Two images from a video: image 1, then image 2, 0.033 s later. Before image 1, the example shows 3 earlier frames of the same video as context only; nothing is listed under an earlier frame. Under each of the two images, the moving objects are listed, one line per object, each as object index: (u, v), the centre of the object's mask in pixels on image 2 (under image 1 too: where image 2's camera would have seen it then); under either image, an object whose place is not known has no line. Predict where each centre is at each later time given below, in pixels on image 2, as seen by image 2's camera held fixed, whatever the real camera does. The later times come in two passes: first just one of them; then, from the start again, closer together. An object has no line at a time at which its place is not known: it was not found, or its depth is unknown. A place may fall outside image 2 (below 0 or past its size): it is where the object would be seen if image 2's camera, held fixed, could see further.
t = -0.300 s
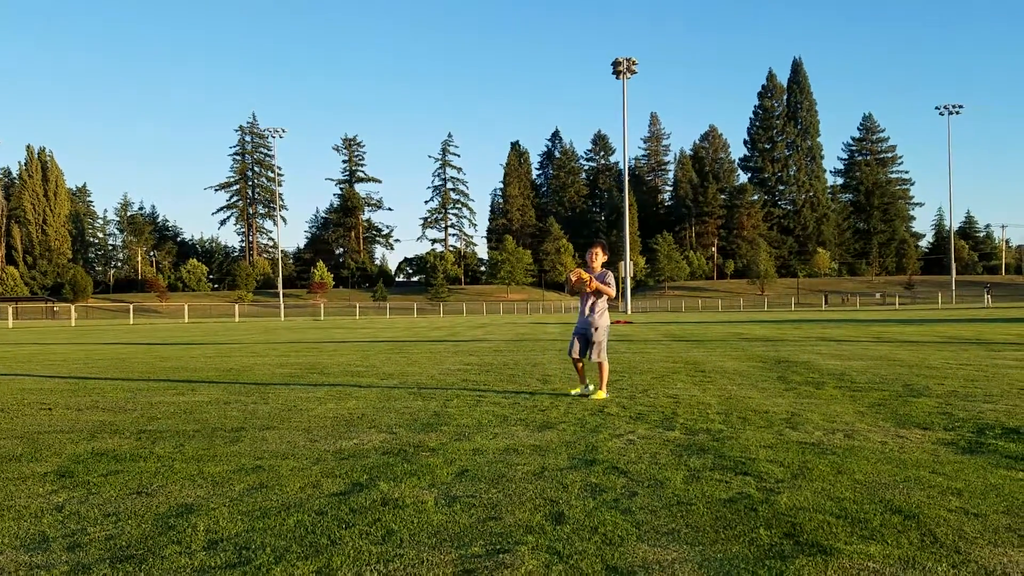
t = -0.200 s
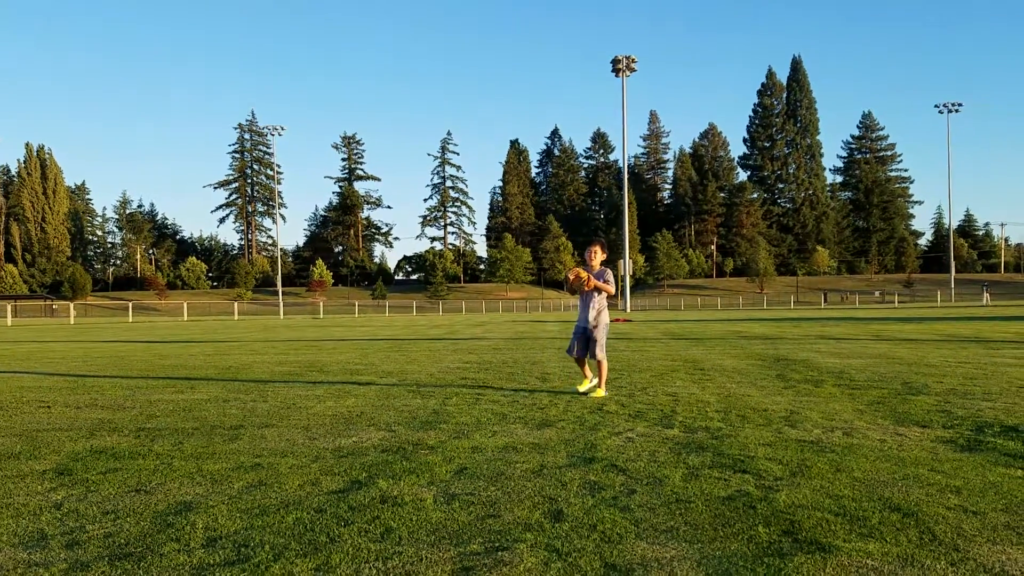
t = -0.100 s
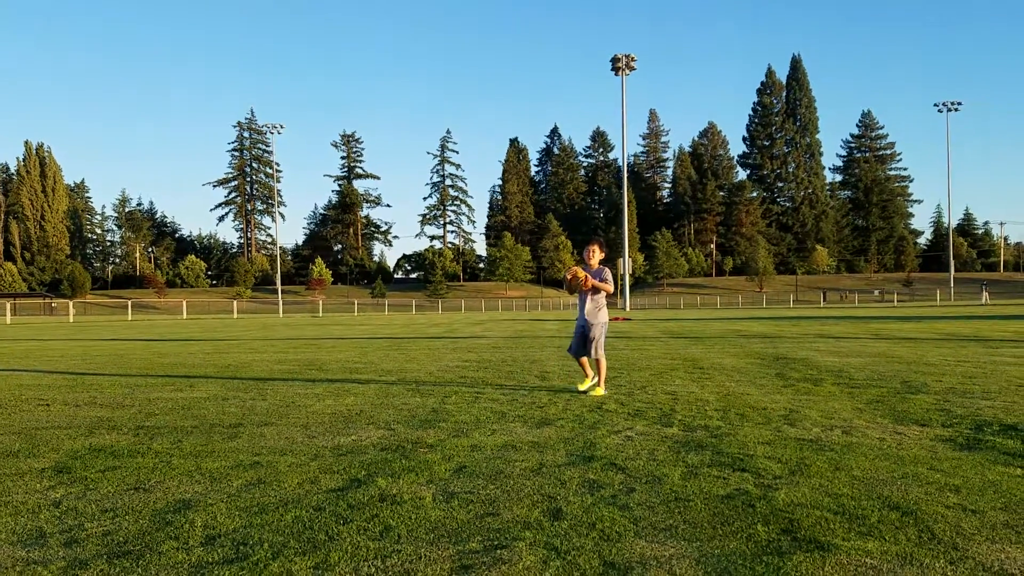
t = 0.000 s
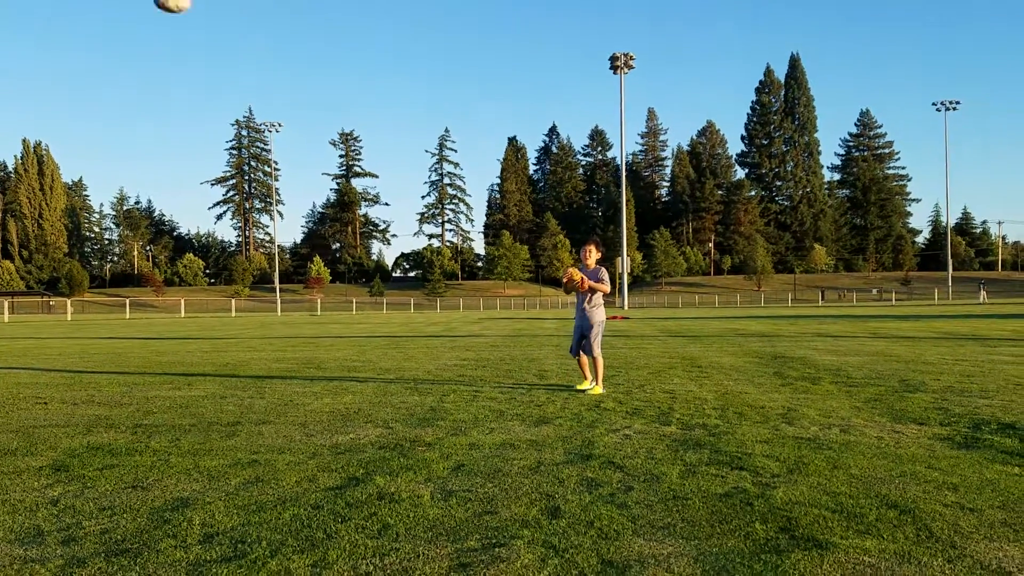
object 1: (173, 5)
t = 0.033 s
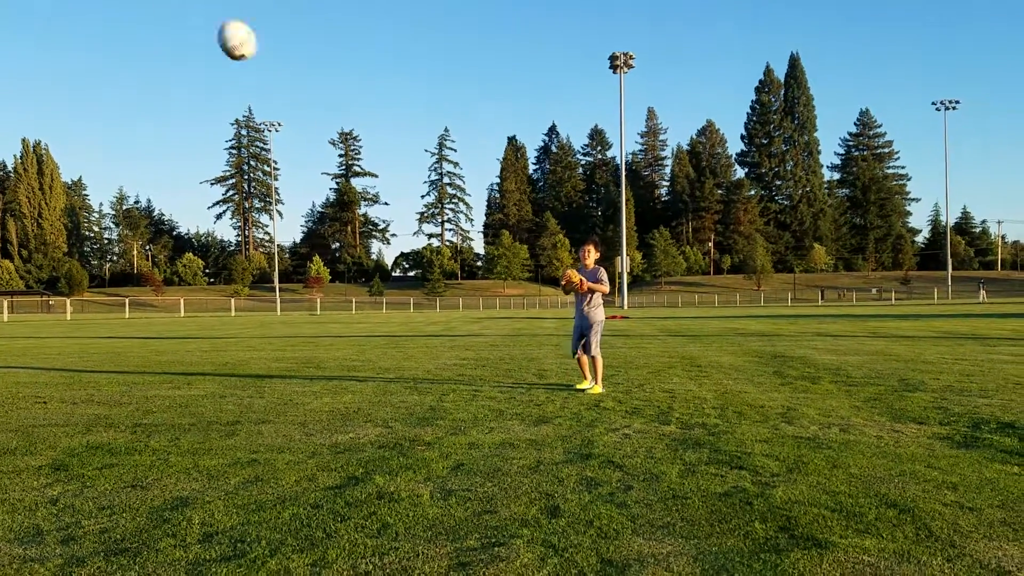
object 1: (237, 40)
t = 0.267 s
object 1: (452, 289)
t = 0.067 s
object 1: (290, 85)
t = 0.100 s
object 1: (332, 126)
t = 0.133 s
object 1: (365, 162)
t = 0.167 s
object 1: (392, 197)
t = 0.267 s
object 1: (452, 289)
